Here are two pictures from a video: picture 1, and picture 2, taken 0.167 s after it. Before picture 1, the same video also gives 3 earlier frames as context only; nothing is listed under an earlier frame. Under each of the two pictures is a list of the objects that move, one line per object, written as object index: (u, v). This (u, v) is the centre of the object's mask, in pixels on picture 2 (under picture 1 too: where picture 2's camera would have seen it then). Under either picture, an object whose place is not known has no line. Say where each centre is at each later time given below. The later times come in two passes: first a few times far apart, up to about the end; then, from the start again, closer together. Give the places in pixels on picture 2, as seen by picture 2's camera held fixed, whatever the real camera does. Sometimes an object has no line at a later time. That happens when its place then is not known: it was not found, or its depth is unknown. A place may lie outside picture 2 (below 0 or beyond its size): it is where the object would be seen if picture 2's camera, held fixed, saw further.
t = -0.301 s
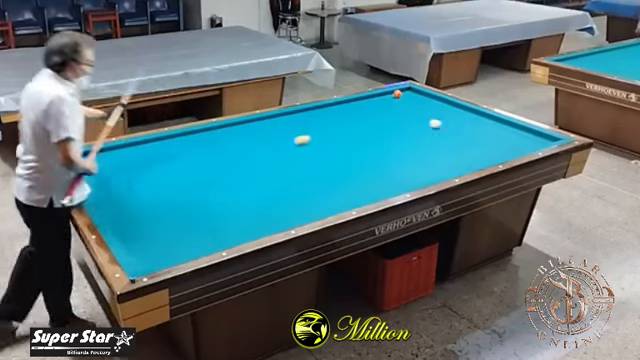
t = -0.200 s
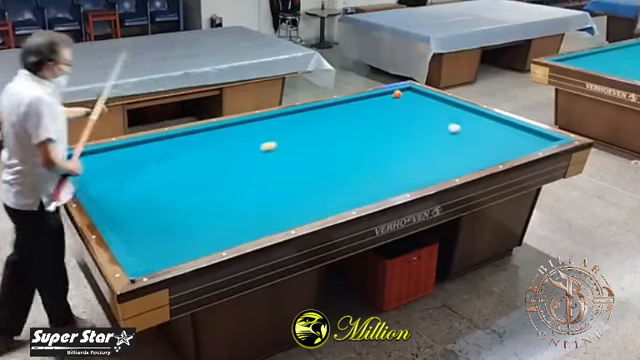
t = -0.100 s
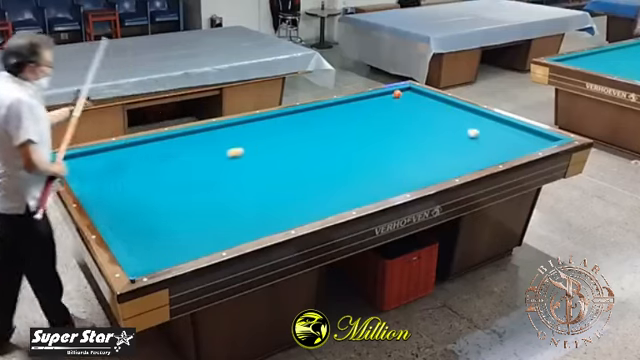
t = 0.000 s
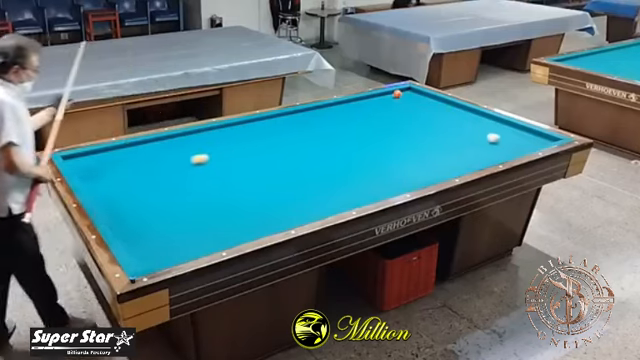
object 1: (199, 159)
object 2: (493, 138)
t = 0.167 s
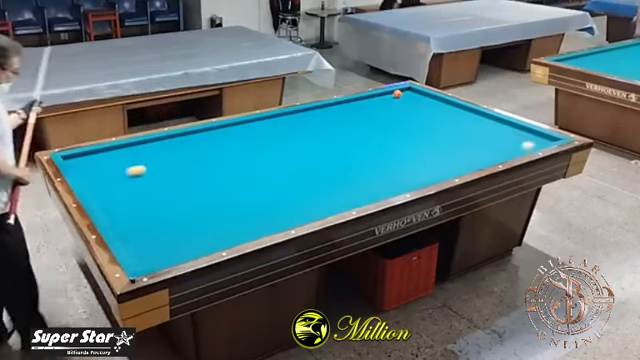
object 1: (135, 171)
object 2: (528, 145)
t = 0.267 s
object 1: (95, 178)
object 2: (521, 143)
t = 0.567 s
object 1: (151, 163)
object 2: (496, 132)
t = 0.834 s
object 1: (206, 148)
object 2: (475, 122)
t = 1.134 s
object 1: (253, 135)
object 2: (457, 113)
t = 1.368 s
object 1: (286, 126)
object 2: (443, 107)
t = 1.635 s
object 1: (320, 117)
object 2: (429, 101)
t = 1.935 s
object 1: (355, 107)
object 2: (415, 94)
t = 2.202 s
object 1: (383, 100)
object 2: (406, 89)
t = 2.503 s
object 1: (410, 96)
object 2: (417, 92)
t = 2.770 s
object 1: (434, 97)
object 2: (423, 93)
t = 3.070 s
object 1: (438, 102)
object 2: (423, 95)
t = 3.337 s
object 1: (442, 107)
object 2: (423, 97)
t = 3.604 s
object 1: (446, 112)
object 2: (424, 99)
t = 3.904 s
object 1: (451, 117)
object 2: (425, 101)
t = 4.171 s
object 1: (455, 123)
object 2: (427, 103)
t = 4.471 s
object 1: (460, 128)
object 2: (428, 105)
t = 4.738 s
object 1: (465, 133)
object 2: (429, 107)
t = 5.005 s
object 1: (469, 138)
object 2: (430, 108)
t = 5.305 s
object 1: (474, 144)
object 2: (431, 110)
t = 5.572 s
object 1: (479, 149)
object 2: (432, 111)
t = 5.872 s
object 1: (484, 155)
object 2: (433, 112)
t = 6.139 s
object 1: (489, 158)
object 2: (433, 113)
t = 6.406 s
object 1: (482, 159)
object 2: (434, 114)
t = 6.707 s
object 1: (475, 159)
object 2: (435, 115)
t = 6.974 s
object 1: (468, 158)
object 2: (435, 115)
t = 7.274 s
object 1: (461, 156)
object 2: (436, 116)
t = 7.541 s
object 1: (456, 156)
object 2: (436, 116)
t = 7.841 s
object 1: (452, 155)
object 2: (436, 116)
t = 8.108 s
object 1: (448, 154)
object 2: (436, 116)
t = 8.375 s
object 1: (444, 153)
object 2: (436, 116)
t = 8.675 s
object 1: (441, 153)
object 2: (436, 116)
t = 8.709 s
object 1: (441, 153)
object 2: (436, 116)
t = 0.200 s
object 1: (123, 173)
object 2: (528, 145)
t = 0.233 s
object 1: (109, 176)
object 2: (525, 145)
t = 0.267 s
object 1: (95, 178)
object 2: (521, 143)
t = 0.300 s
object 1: (85, 180)
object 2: (518, 142)
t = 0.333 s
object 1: (92, 178)
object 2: (514, 140)
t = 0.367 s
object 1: (102, 175)
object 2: (512, 139)
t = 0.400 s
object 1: (112, 173)
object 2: (509, 138)
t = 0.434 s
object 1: (121, 171)
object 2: (506, 137)
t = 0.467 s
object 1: (129, 169)
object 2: (504, 135)
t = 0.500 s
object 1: (137, 166)
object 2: (501, 134)
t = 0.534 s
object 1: (145, 164)
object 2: (499, 133)
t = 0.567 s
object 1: (151, 163)
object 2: (496, 132)
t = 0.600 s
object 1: (158, 161)
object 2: (494, 131)
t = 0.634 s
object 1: (165, 159)
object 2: (491, 129)
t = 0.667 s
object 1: (171, 158)
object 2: (489, 129)
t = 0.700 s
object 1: (183, 154)
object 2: (485, 126)
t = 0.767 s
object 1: (194, 151)
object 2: (480, 124)
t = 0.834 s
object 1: (206, 148)
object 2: (475, 122)
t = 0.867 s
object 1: (212, 146)
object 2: (473, 121)
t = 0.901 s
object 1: (217, 145)
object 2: (471, 120)
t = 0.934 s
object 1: (222, 143)
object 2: (469, 119)
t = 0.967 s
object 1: (228, 142)
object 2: (467, 118)
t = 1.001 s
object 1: (233, 140)
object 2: (465, 117)
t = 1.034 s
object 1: (238, 139)
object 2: (463, 116)
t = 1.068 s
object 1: (243, 138)
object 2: (461, 115)
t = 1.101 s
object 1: (248, 136)
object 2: (459, 114)
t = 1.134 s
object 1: (253, 135)
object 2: (457, 113)
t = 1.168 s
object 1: (258, 134)
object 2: (455, 112)
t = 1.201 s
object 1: (263, 133)
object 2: (453, 111)
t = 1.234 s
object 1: (267, 131)
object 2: (451, 111)
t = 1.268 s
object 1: (272, 130)
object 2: (449, 110)
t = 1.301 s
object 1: (277, 129)
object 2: (447, 109)
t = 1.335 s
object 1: (281, 127)
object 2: (446, 108)
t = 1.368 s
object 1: (286, 126)
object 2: (443, 107)
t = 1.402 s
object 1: (290, 125)
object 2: (442, 106)
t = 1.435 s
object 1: (294, 124)
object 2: (440, 105)
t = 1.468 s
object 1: (299, 123)
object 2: (438, 105)
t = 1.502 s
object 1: (303, 121)
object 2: (436, 104)
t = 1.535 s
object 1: (307, 120)
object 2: (435, 103)
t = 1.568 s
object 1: (312, 119)
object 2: (433, 102)
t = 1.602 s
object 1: (316, 118)
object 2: (431, 101)
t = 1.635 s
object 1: (320, 117)
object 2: (429, 101)
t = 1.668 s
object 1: (324, 116)
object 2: (428, 100)
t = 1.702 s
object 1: (328, 115)
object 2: (426, 99)
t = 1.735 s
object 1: (332, 114)
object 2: (425, 98)
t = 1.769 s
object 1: (336, 112)
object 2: (423, 97)
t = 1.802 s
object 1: (340, 111)
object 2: (421, 96)
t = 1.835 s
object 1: (343, 110)
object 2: (420, 96)
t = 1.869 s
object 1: (347, 109)
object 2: (418, 95)
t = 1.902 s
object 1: (351, 109)
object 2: (417, 94)
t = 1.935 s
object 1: (355, 107)
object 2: (415, 94)
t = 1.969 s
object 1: (358, 106)
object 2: (414, 93)
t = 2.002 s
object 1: (362, 105)
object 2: (412, 92)
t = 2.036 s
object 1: (366, 105)
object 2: (411, 91)
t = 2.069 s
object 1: (369, 104)
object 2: (409, 91)
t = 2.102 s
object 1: (373, 103)
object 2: (408, 90)
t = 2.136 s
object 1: (376, 101)
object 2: (406, 89)
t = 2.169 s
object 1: (380, 101)
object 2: (406, 89)
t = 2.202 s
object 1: (383, 100)
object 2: (406, 89)
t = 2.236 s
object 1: (386, 99)
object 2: (408, 90)
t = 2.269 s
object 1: (390, 98)
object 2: (409, 90)
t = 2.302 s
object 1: (393, 97)
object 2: (410, 90)
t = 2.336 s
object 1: (397, 95)
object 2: (411, 90)
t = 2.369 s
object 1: (399, 96)
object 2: (412, 91)
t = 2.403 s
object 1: (402, 96)
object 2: (413, 91)
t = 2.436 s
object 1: (405, 96)
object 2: (414, 91)
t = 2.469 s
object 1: (408, 96)
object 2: (416, 92)
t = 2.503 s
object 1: (410, 96)
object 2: (417, 92)
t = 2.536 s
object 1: (414, 96)
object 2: (418, 92)
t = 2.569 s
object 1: (417, 96)
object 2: (419, 92)
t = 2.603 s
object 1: (420, 96)
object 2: (420, 92)
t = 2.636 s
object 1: (422, 95)
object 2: (422, 92)
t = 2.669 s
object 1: (425, 96)
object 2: (422, 92)
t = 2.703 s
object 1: (428, 97)
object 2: (423, 93)
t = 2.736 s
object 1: (431, 97)
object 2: (423, 93)
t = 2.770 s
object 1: (434, 97)
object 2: (423, 93)
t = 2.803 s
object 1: (434, 97)
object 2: (423, 93)
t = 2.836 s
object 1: (434, 98)
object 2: (423, 93)
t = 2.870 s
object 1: (435, 98)
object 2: (423, 94)
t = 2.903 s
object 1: (435, 99)
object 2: (423, 94)
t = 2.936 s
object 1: (436, 100)
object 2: (423, 94)
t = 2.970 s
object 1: (436, 100)
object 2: (423, 95)
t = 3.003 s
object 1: (437, 101)
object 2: (423, 95)
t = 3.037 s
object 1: (437, 101)
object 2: (423, 95)
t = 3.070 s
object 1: (438, 102)
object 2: (423, 95)
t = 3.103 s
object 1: (439, 103)
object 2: (423, 95)
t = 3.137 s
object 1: (439, 103)
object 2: (423, 96)
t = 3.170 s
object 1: (439, 104)
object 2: (423, 96)
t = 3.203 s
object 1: (440, 105)
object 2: (423, 96)
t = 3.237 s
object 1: (440, 105)
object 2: (423, 96)
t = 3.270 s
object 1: (441, 106)
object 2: (423, 97)
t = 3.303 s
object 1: (441, 106)
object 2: (423, 97)
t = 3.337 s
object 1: (442, 107)
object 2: (423, 97)
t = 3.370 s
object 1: (442, 107)
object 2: (423, 97)
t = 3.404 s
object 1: (443, 108)
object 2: (423, 98)
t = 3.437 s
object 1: (443, 109)
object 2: (424, 98)
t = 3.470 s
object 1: (444, 109)
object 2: (424, 98)
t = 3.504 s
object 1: (444, 110)
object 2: (424, 98)
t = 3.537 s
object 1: (445, 110)
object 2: (424, 99)
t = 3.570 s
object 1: (445, 111)
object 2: (424, 99)
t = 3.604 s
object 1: (446, 112)
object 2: (424, 99)
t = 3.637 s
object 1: (446, 112)
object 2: (424, 99)
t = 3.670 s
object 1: (447, 113)
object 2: (424, 100)
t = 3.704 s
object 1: (447, 114)
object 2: (425, 100)
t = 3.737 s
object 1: (448, 114)
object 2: (425, 100)
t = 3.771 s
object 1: (449, 115)
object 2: (425, 100)
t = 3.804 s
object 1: (449, 116)
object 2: (425, 101)
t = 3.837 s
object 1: (450, 116)
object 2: (425, 101)
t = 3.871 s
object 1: (450, 117)
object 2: (425, 101)
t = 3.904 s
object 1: (451, 117)
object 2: (425, 101)
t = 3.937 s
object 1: (451, 118)
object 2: (425, 102)
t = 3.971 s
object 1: (452, 119)
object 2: (426, 102)
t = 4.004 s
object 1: (452, 119)
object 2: (426, 102)
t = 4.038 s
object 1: (453, 120)
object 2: (426, 102)
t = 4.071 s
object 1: (453, 121)
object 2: (426, 102)
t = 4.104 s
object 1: (454, 121)
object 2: (426, 103)
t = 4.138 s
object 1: (455, 122)
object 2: (426, 103)
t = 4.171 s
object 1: (455, 123)
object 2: (427, 103)
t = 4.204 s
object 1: (456, 123)
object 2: (427, 104)
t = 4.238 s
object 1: (456, 124)
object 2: (427, 104)
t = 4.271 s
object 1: (457, 124)
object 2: (427, 104)
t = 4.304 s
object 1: (457, 125)
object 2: (427, 104)
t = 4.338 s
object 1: (458, 126)
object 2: (428, 105)
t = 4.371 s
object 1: (459, 126)
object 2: (428, 105)
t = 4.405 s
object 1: (459, 127)
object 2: (428, 105)
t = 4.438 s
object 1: (460, 127)
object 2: (428, 105)
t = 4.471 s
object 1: (460, 128)
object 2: (428, 105)
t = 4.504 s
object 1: (461, 129)
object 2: (428, 105)
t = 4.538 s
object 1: (461, 129)
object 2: (428, 106)
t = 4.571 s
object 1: (462, 130)
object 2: (428, 106)
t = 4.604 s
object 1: (463, 131)
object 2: (428, 106)
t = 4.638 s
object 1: (463, 131)
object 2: (429, 106)
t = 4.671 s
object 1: (464, 132)
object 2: (429, 106)
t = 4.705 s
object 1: (464, 133)
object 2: (429, 107)
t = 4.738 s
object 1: (465, 133)
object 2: (429, 107)
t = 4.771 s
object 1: (465, 134)
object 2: (429, 107)
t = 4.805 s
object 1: (466, 135)
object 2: (430, 107)
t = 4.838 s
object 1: (466, 135)
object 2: (430, 108)
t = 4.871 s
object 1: (467, 136)
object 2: (430, 108)
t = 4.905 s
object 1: (468, 136)
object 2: (430, 108)
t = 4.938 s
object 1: (468, 137)
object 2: (430, 108)
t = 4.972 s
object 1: (469, 138)
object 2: (430, 108)
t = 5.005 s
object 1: (469, 138)
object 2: (430, 108)
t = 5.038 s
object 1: (470, 139)
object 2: (430, 108)
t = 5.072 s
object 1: (470, 140)
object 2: (431, 109)
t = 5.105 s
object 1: (471, 140)
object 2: (431, 109)
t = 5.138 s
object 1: (471, 141)
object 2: (431, 109)
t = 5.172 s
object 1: (472, 141)
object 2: (431, 109)
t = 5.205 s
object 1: (473, 142)
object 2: (430, 109)
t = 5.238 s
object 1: (473, 143)
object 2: (431, 110)
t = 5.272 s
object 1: (474, 144)
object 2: (431, 110)
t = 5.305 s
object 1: (474, 144)
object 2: (431, 110)
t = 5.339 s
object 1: (475, 145)
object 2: (431, 110)
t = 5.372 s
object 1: (475, 145)
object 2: (431, 110)
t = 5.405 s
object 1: (476, 146)
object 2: (431, 111)
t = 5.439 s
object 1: (476, 147)
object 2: (431, 111)
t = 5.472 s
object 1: (477, 148)
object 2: (431, 111)
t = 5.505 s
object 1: (477, 148)
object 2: (431, 111)
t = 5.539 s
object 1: (478, 149)
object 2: (432, 111)
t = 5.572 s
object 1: (479, 149)
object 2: (432, 111)
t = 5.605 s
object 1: (479, 150)
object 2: (432, 111)
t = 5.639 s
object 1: (480, 150)
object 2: (432, 111)
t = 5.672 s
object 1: (480, 151)
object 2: (432, 111)
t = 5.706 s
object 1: (481, 152)
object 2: (432, 112)
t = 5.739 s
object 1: (482, 152)
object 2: (432, 112)
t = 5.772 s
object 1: (482, 153)
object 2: (432, 112)
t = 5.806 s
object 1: (483, 154)
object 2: (433, 112)
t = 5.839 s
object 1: (484, 154)
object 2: (433, 112)
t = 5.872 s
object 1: (484, 155)
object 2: (433, 112)
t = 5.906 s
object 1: (484, 156)
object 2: (433, 112)
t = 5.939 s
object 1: (485, 156)
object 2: (433, 112)
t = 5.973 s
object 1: (486, 157)
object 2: (433, 113)
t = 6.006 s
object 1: (486, 157)
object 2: (433, 113)
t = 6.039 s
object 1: (487, 157)
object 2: (433, 113)
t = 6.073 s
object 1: (487, 158)
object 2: (433, 113)
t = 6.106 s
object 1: (488, 158)
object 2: (433, 113)
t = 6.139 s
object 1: (489, 158)
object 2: (433, 113)
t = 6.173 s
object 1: (489, 158)
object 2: (434, 114)
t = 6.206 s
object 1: (488, 158)
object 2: (434, 114)
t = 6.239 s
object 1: (487, 159)
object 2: (434, 114)
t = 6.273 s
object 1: (486, 159)
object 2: (434, 114)
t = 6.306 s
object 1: (485, 159)
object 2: (434, 114)
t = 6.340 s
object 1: (484, 159)
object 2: (434, 114)
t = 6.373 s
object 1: (484, 159)
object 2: (434, 114)
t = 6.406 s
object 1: (482, 159)
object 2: (434, 114)
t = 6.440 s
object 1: (481, 159)
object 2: (434, 114)
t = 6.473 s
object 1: (480, 159)
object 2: (434, 114)
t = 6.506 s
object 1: (480, 159)
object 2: (434, 114)
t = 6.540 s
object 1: (479, 159)
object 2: (434, 115)
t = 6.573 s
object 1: (478, 159)
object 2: (434, 115)
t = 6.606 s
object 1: (477, 159)
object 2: (434, 115)
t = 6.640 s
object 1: (476, 159)
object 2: (434, 115)
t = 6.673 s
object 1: (475, 159)
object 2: (435, 115)
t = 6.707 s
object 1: (475, 159)
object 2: (435, 115)
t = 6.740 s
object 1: (474, 158)
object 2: (435, 115)
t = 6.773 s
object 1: (473, 159)
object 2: (435, 115)
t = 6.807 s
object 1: (472, 158)
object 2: (435, 115)
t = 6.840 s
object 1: (471, 158)
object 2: (435, 115)
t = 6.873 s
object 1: (471, 158)
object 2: (435, 115)
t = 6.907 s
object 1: (470, 158)
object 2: (435, 115)
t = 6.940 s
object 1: (469, 158)
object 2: (435, 115)
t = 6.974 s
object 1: (468, 158)
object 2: (435, 115)
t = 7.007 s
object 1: (468, 157)
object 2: (435, 115)
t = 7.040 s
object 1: (467, 157)
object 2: (435, 115)
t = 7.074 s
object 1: (466, 157)
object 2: (435, 115)
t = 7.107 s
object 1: (465, 157)
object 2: (436, 115)
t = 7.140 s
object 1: (464, 157)
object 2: (436, 116)
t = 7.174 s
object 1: (463, 157)
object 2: (436, 116)
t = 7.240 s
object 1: (461, 156)
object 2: (436, 116)
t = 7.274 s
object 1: (461, 156)
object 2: (436, 116)
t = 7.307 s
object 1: (460, 156)
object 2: (436, 115)
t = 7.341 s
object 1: (459, 156)
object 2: (436, 116)
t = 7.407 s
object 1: (459, 156)
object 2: (436, 116)
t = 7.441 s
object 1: (458, 156)
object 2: (436, 116)
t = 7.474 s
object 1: (458, 156)
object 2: (436, 115)
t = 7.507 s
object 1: (457, 156)
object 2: (436, 116)
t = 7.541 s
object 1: (456, 156)
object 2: (436, 116)
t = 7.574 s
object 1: (456, 155)
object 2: (436, 116)
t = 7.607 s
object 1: (455, 155)
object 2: (436, 116)
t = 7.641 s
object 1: (455, 155)
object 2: (436, 115)
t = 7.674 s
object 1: (454, 155)
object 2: (436, 116)
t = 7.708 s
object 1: (454, 155)
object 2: (436, 116)
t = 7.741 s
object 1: (453, 155)
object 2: (436, 116)
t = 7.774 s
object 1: (453, 155)
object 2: (436, 116)
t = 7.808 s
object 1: (452, 155)
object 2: (436, 116)
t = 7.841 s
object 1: (452, 155)
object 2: (436, 116)
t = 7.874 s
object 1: (451, 155)
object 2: (436, 116)
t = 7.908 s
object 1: (451, 155)
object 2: (436, 116)
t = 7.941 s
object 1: (450, 155)
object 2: (436, 116)
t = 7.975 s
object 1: (450, 154)
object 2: (436, 116)
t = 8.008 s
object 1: (449, 154)
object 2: (436, 116)
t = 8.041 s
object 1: (449, 154)
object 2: (436, 116)
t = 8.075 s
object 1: (449, 154)
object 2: (436, 116)
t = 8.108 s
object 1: (448, 154)
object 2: (436, 116)
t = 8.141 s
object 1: (447, 154)
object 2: (436, 116)
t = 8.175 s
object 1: (447, 154)
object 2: (436, 116)
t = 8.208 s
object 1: (446, 154)
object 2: (436, 116)
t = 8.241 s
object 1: (446, 154)
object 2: (436, 116)
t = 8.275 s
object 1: (446, 153)
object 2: (436, 116)
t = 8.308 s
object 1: (445, 154)
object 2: (436, 115)
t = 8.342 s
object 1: (445, 153)
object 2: (436, 116)
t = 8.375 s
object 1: (444, 153)
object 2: (436, 116)
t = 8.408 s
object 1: (444, 153)
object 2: (436, 116)
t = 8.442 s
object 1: (444, 153)
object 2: (436, 116)
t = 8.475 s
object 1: (443, 153)
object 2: (436, 116)
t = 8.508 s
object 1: (443, 153)
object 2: (436, 116)
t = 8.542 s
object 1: (442, 153)
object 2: (436, 116)
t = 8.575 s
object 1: (442, 153)
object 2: (436, 116)
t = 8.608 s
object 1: (442, 153)
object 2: (436, 116)
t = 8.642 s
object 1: (441, 153)
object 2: (436, 116)
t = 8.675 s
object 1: (441, 153)
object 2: (436, 116)
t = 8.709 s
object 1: (441, 153)
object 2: (436, 116)
